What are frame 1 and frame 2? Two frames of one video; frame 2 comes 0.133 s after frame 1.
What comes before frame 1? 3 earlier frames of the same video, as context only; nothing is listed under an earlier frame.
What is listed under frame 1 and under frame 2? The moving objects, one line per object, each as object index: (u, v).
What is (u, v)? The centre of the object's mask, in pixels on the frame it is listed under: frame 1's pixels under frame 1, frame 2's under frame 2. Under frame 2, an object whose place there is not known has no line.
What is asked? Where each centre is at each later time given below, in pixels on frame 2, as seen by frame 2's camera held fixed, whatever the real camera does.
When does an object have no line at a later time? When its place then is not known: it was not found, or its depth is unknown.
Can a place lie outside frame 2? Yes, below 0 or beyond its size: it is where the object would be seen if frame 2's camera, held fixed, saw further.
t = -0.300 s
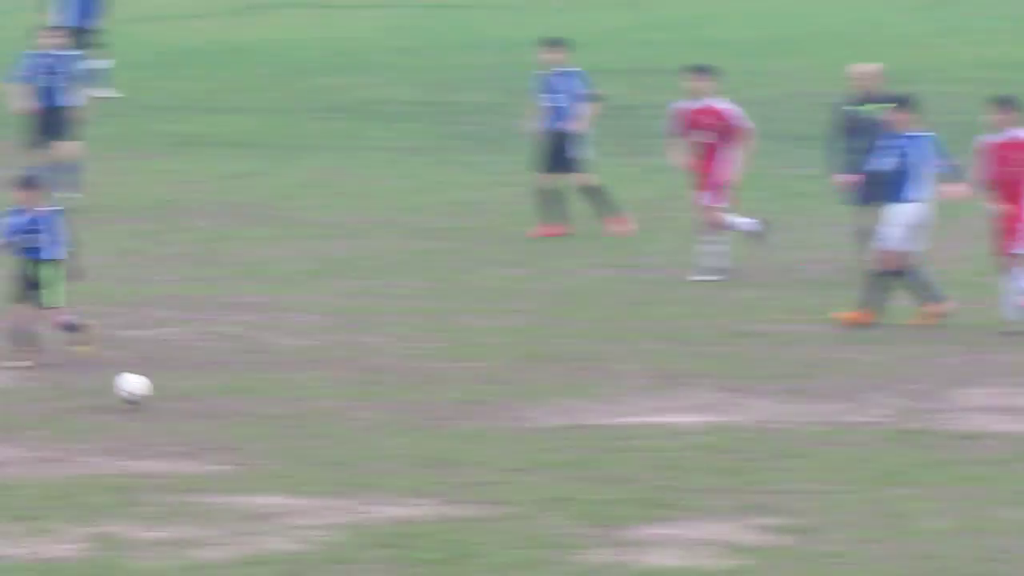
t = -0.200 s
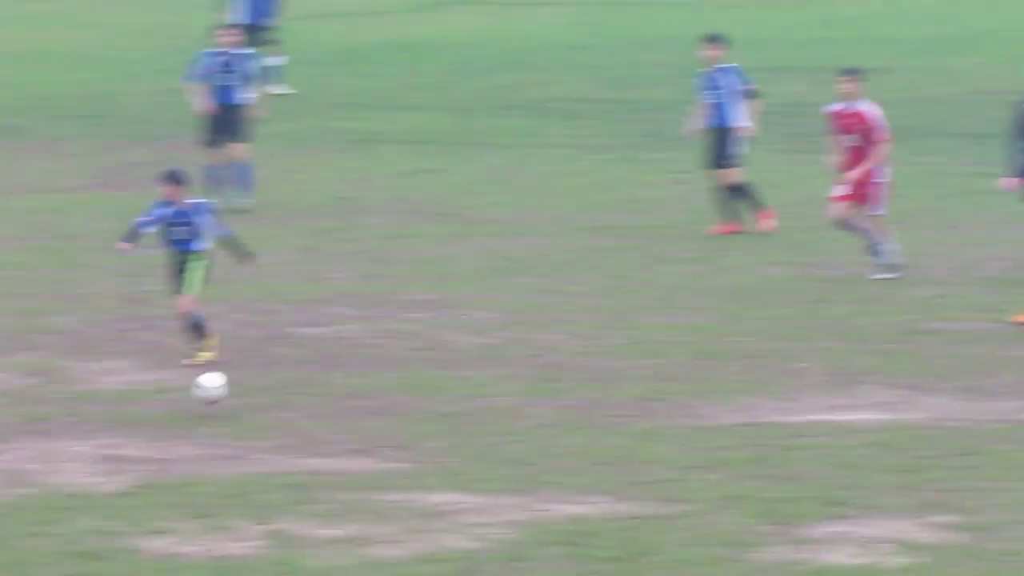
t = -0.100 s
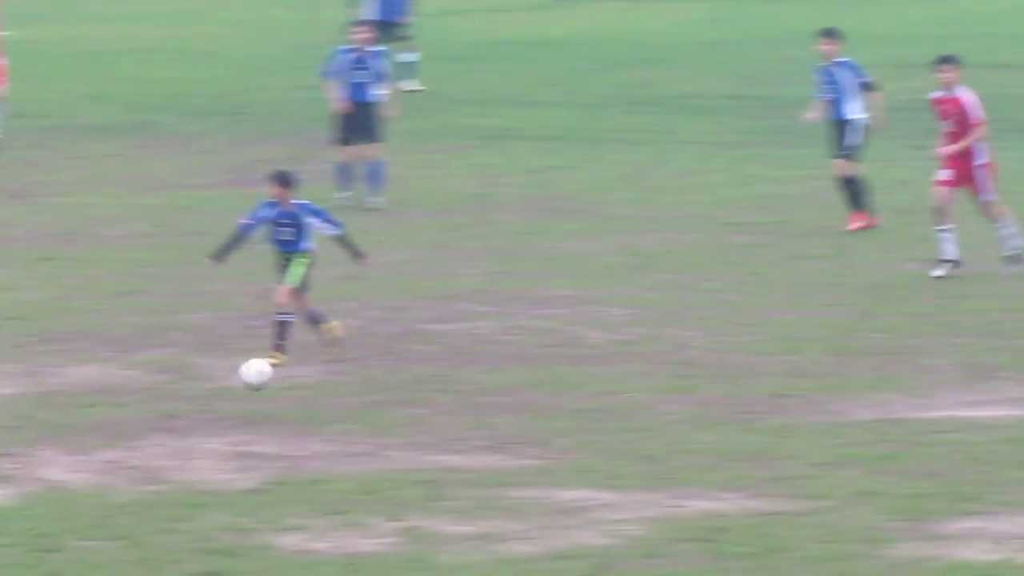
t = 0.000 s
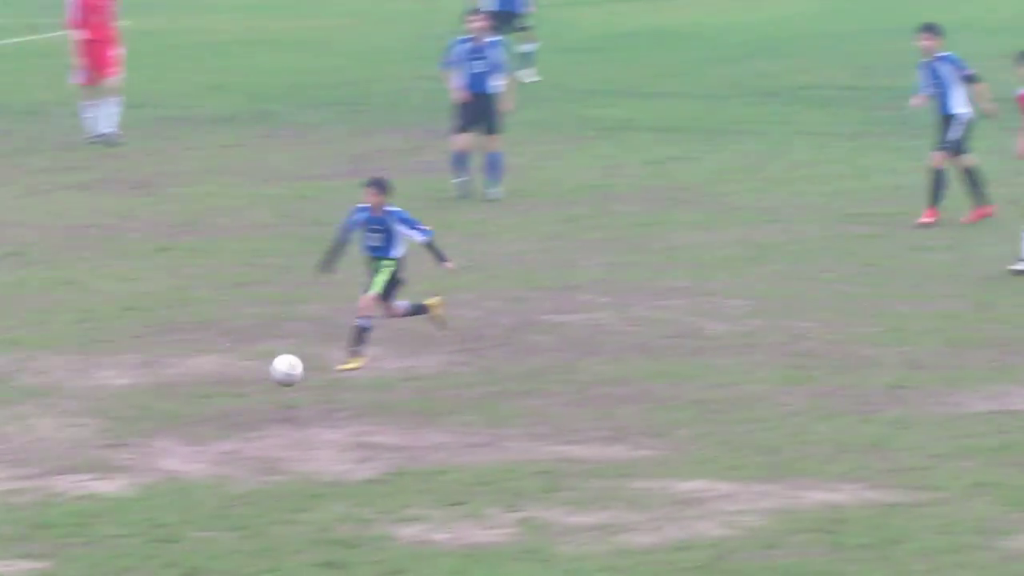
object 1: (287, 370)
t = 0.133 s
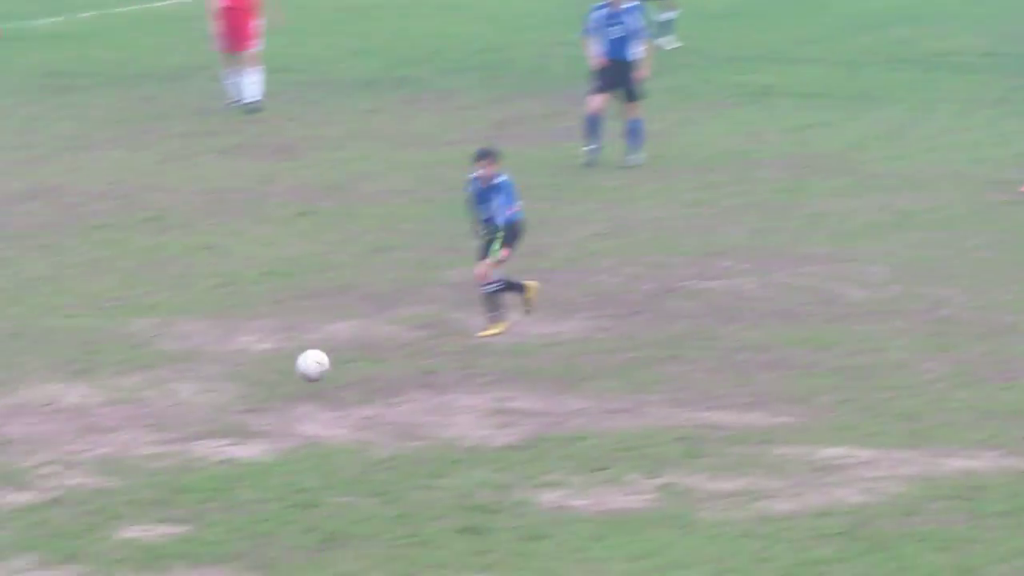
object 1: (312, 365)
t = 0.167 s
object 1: (286, 376)
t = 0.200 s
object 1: (260, 386)
